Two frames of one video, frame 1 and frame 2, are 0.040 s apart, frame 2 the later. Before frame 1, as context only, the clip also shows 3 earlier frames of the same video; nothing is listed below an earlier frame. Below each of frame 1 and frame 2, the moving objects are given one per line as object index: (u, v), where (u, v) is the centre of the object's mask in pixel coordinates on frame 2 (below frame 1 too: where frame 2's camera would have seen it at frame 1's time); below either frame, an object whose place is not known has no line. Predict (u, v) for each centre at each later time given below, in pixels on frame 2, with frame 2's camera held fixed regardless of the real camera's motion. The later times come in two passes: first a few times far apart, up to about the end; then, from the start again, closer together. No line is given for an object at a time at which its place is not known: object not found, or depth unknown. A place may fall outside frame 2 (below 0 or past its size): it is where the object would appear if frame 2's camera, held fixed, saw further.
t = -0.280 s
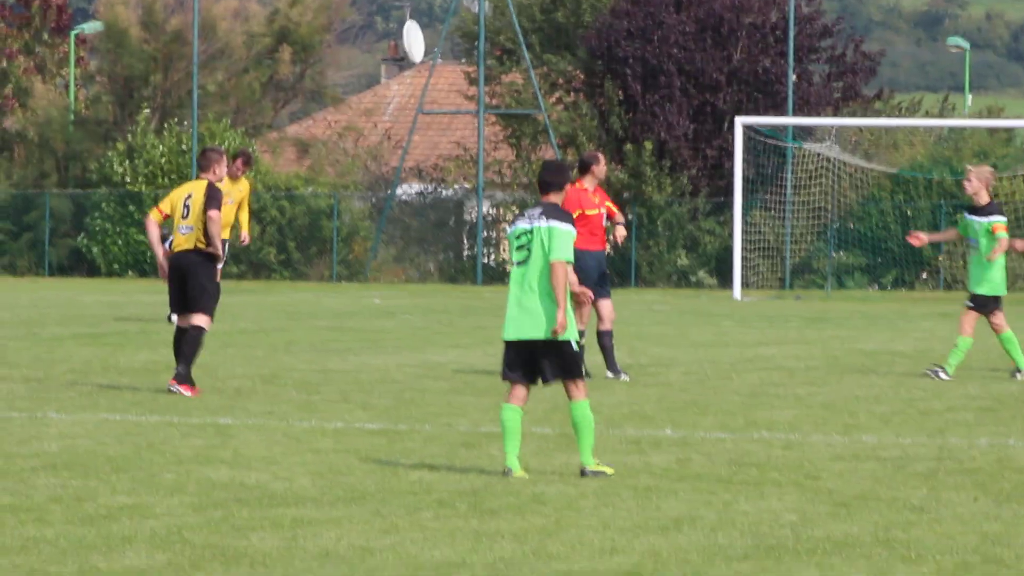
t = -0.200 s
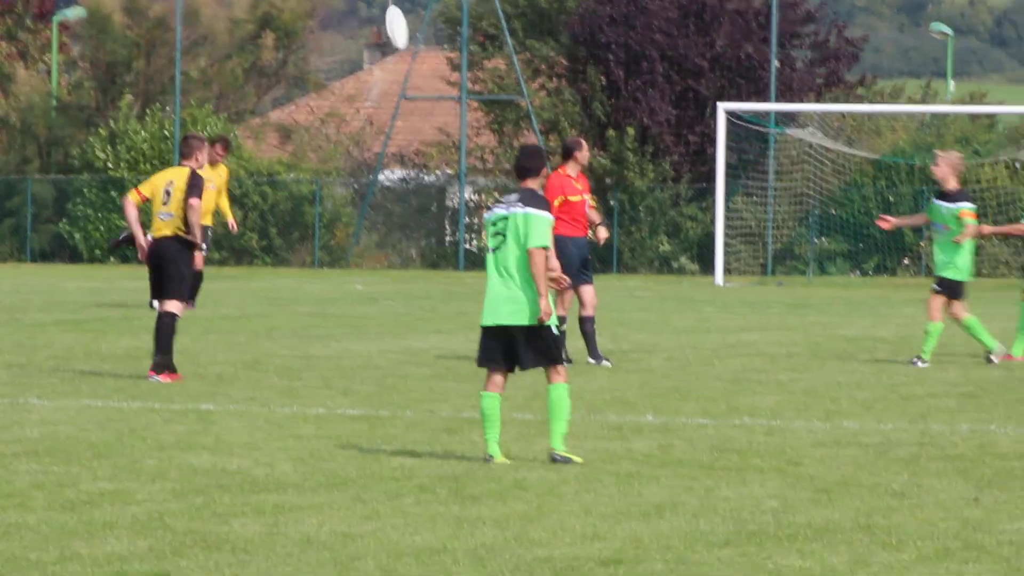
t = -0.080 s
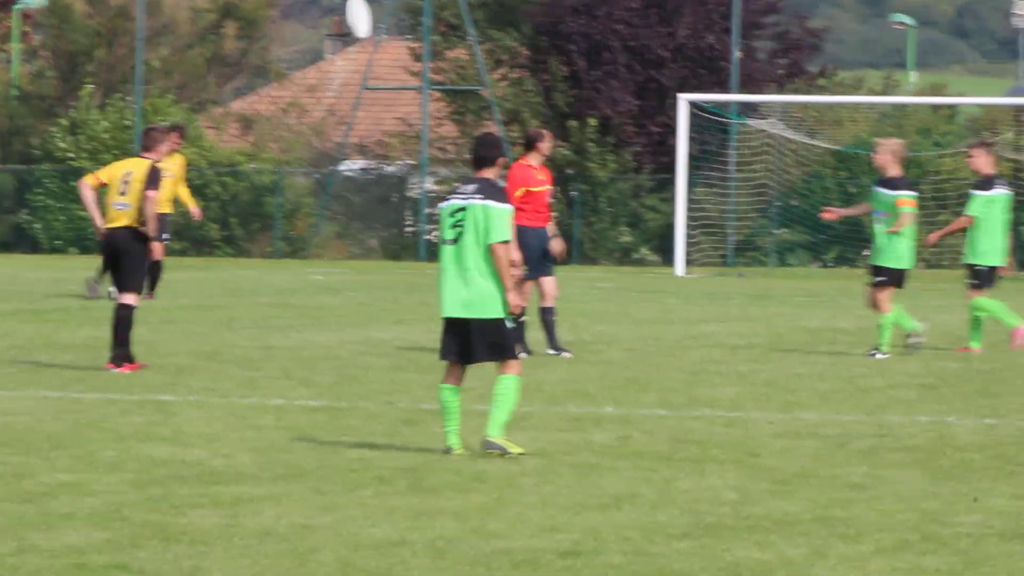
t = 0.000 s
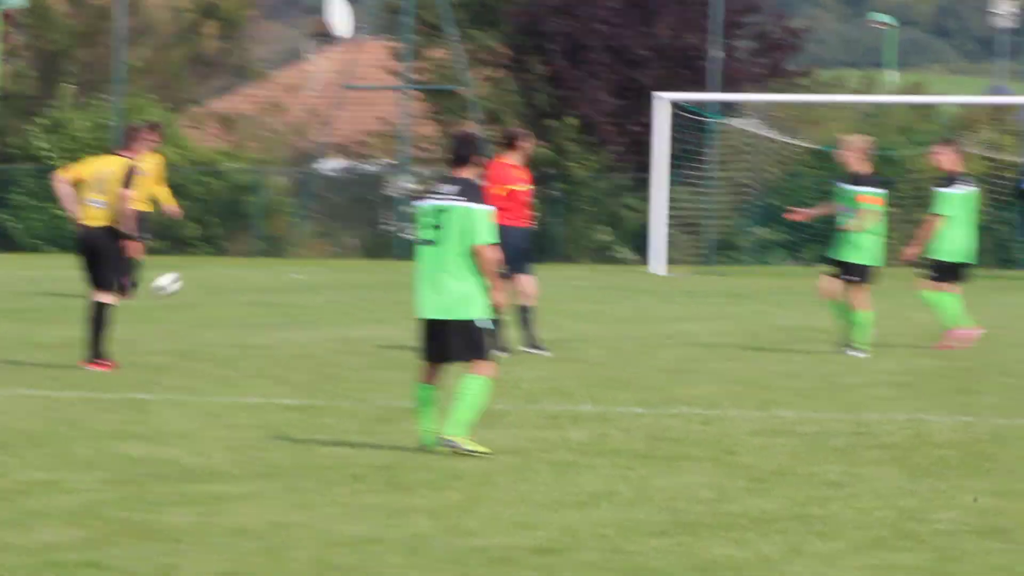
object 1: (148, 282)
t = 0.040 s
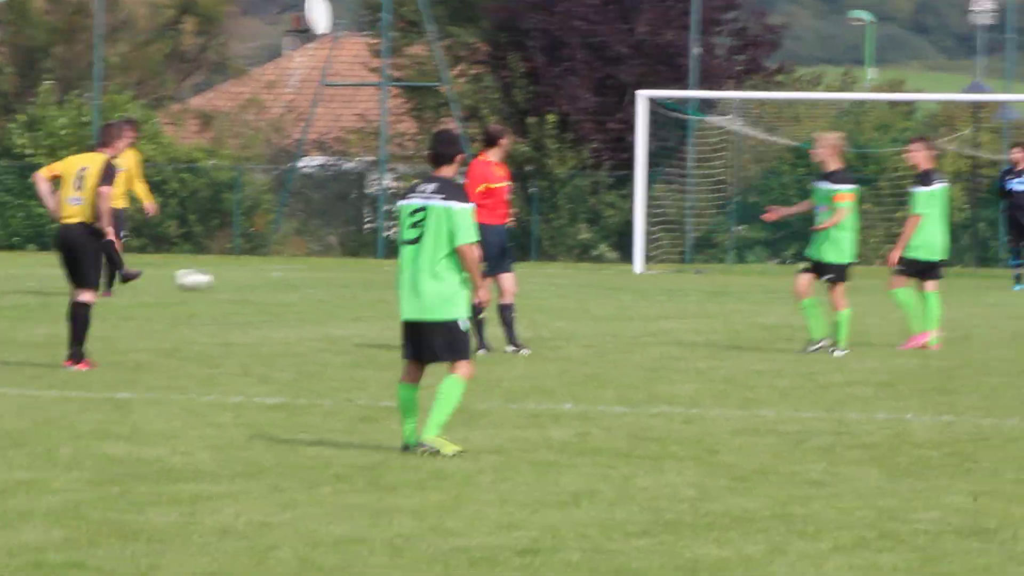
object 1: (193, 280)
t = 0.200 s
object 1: (373, 280)
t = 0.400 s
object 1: (581, 294)
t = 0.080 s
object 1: (239, 278)
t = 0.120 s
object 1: (284, 277)
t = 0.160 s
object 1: (329, 278)
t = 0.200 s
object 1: (373, 280)
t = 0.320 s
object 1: (515, 295)
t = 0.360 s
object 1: (547, 297)
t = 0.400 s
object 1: (581, 294)
